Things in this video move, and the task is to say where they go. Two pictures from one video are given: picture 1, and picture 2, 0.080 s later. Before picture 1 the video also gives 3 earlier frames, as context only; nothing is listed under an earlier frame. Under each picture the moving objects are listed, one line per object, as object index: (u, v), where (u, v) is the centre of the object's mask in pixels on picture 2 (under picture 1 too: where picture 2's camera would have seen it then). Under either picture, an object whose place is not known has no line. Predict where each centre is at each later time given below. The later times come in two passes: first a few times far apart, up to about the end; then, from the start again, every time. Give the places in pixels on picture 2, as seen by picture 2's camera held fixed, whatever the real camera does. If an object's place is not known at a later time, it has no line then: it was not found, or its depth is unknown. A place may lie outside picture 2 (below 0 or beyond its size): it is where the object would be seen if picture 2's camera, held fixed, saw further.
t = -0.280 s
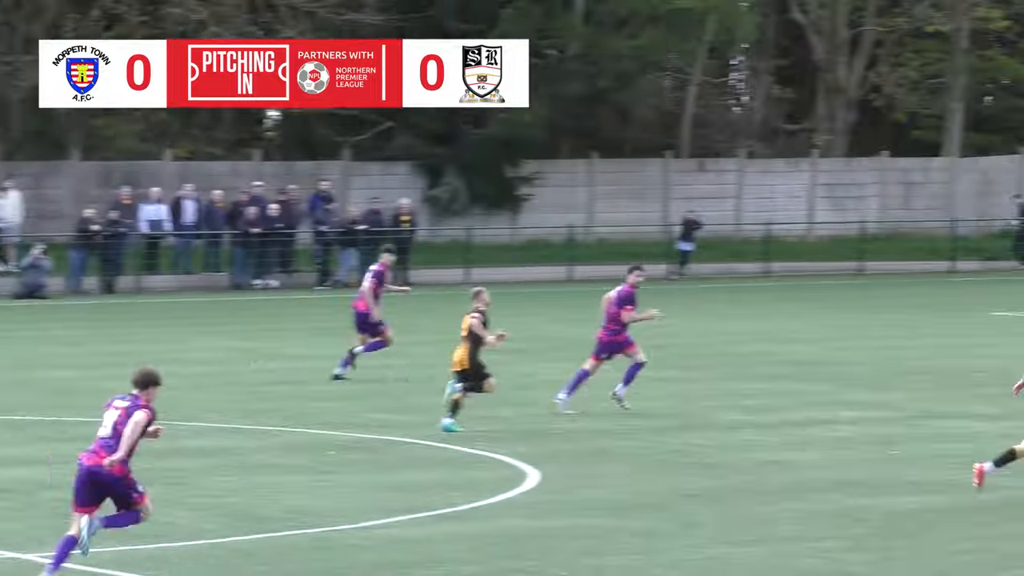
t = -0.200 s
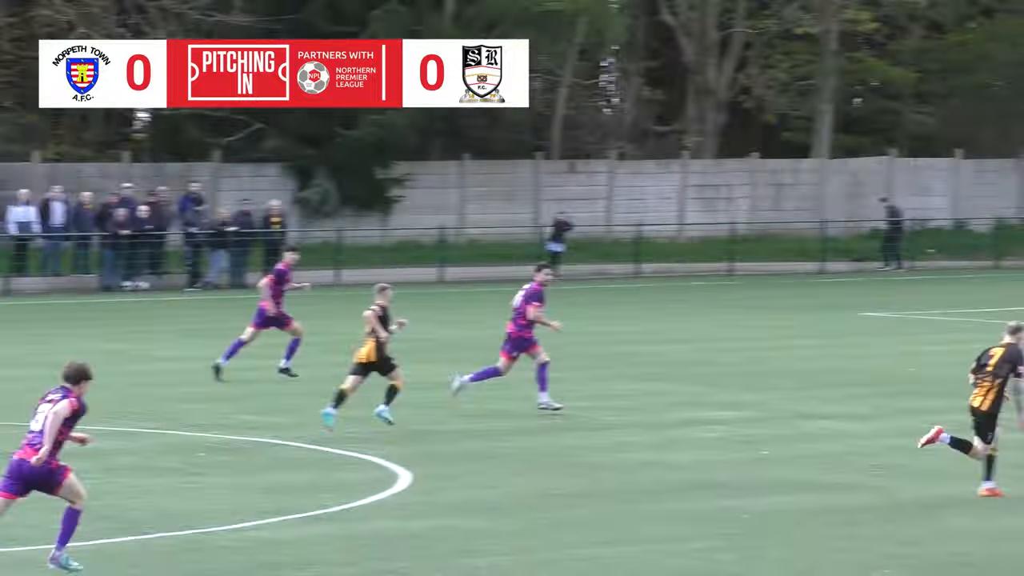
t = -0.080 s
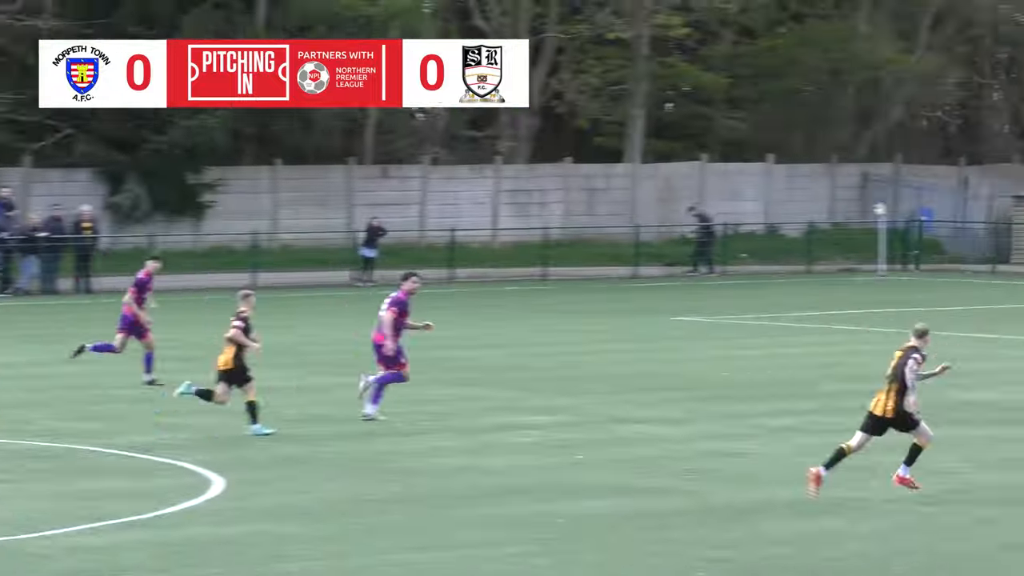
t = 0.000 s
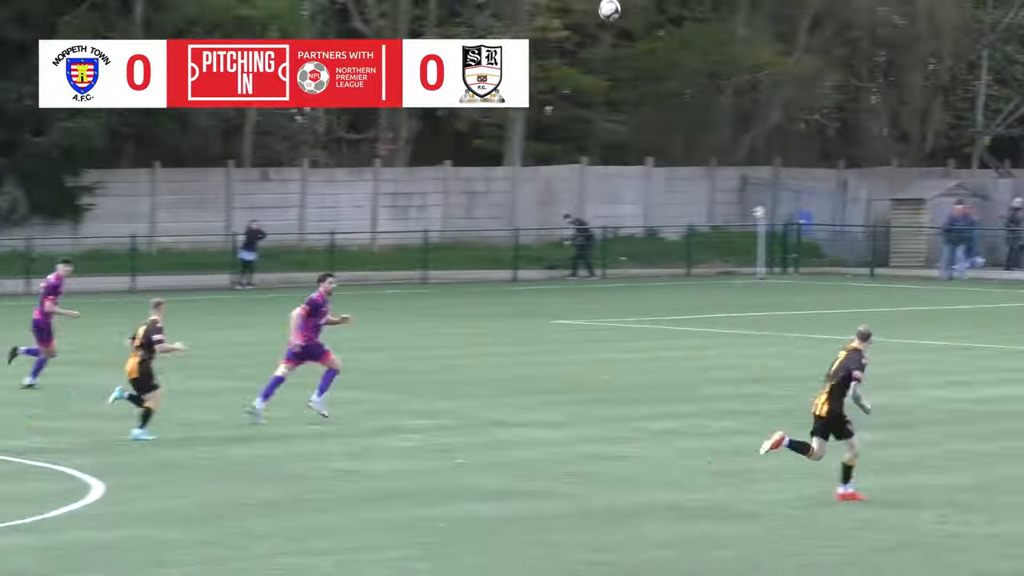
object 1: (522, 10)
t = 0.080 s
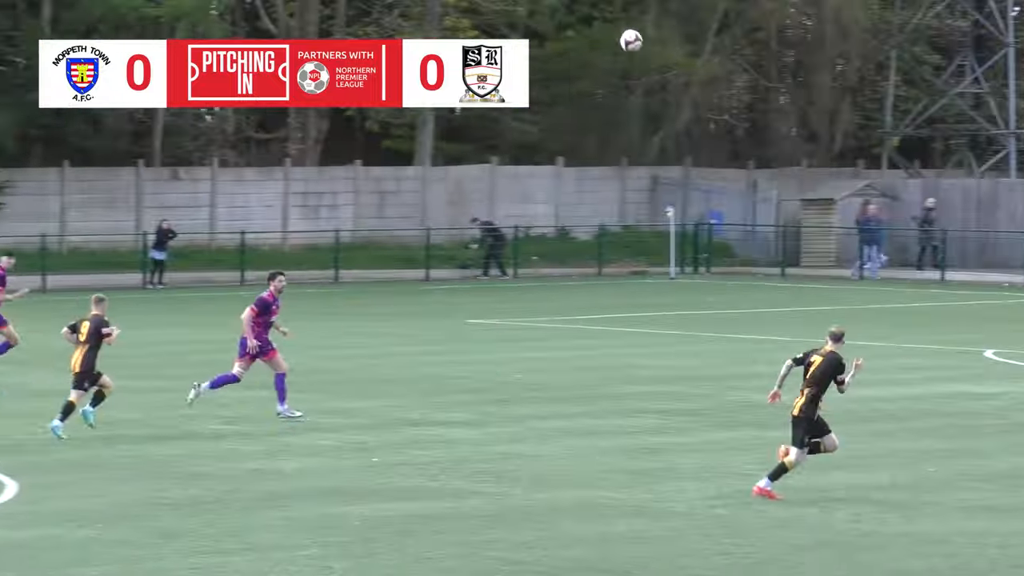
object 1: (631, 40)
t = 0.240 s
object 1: (859, 116)
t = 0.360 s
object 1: (1029, 187)
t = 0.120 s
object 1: (686, 58)
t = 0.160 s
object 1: (743, 77)
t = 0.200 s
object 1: (805, 94)
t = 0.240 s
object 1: (859, 116)
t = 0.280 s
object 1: (914, 139)
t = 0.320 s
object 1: (971, 162)
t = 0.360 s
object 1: (1029, 187)
